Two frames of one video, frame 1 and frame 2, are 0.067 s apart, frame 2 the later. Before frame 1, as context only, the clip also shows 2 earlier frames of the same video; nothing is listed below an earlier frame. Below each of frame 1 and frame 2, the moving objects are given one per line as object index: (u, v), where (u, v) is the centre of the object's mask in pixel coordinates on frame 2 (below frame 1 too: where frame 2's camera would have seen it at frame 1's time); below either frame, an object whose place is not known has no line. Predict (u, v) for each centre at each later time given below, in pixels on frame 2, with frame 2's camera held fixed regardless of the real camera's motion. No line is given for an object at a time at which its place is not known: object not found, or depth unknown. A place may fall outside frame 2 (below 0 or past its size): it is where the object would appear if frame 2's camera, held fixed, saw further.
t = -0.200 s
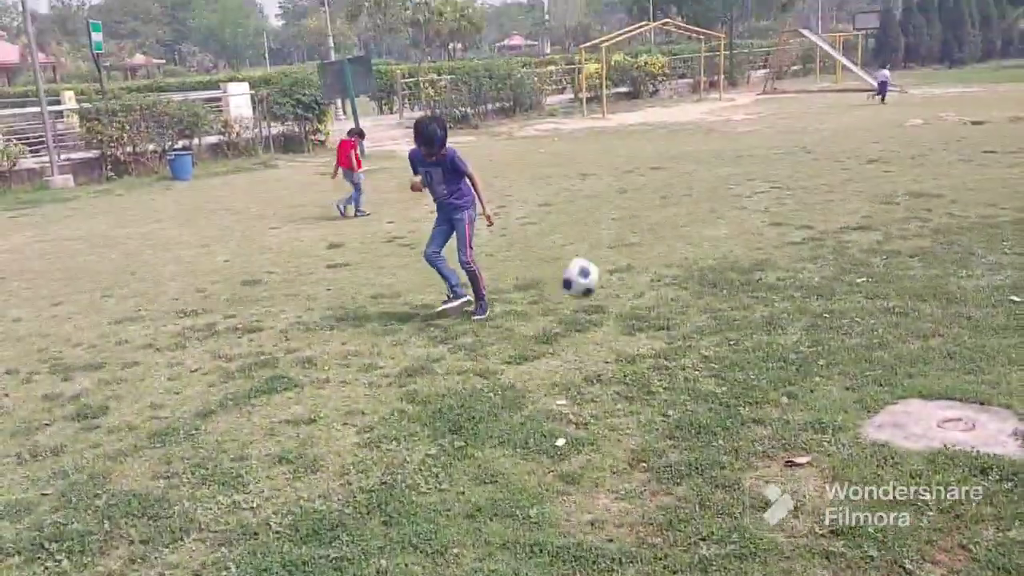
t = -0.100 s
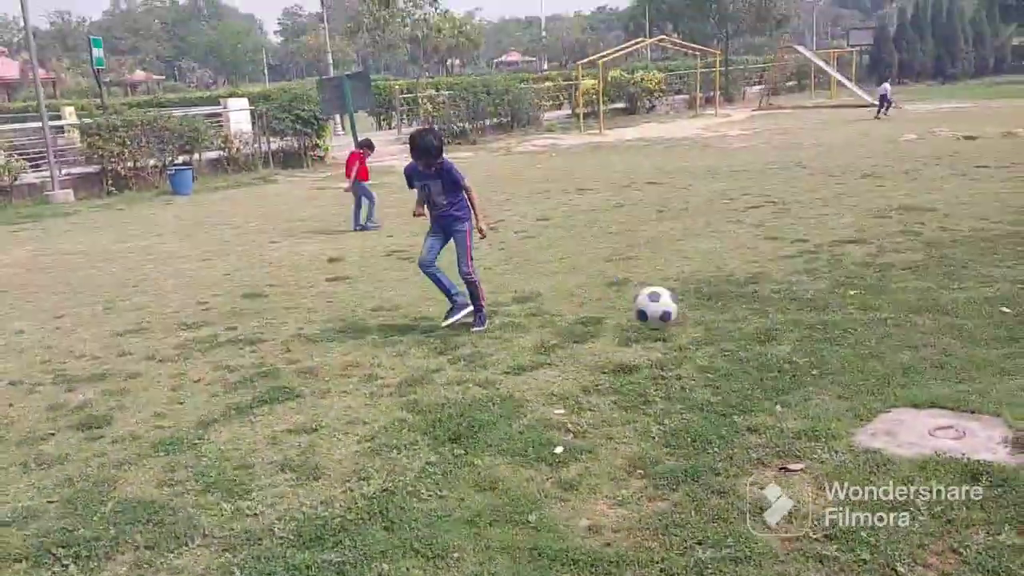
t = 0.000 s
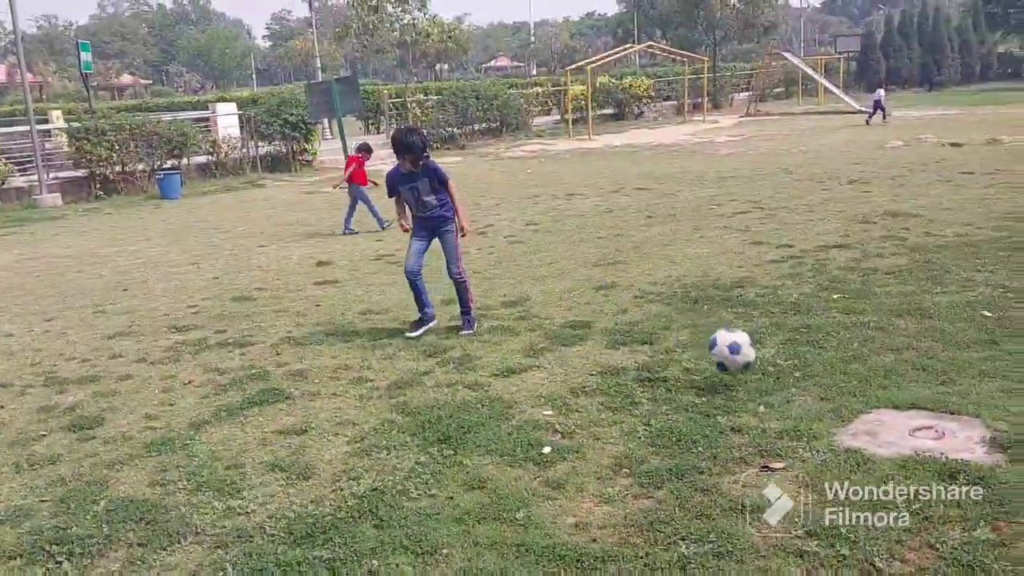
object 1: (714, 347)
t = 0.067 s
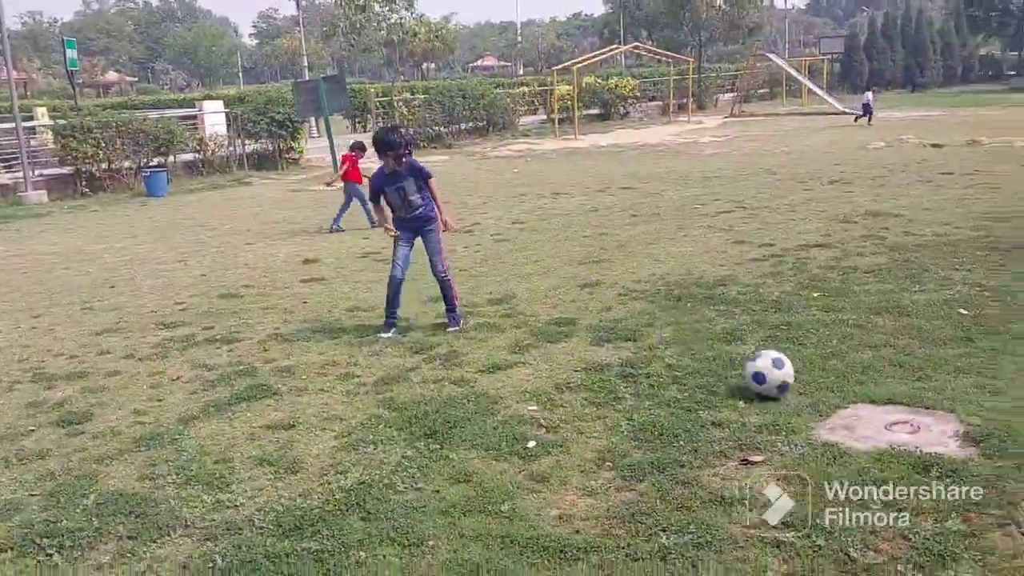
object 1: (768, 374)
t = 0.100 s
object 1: (786, 365)
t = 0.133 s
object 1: (805, 359)
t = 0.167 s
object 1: (825, 356)
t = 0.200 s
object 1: (844, 354)
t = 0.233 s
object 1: (866, 355)
